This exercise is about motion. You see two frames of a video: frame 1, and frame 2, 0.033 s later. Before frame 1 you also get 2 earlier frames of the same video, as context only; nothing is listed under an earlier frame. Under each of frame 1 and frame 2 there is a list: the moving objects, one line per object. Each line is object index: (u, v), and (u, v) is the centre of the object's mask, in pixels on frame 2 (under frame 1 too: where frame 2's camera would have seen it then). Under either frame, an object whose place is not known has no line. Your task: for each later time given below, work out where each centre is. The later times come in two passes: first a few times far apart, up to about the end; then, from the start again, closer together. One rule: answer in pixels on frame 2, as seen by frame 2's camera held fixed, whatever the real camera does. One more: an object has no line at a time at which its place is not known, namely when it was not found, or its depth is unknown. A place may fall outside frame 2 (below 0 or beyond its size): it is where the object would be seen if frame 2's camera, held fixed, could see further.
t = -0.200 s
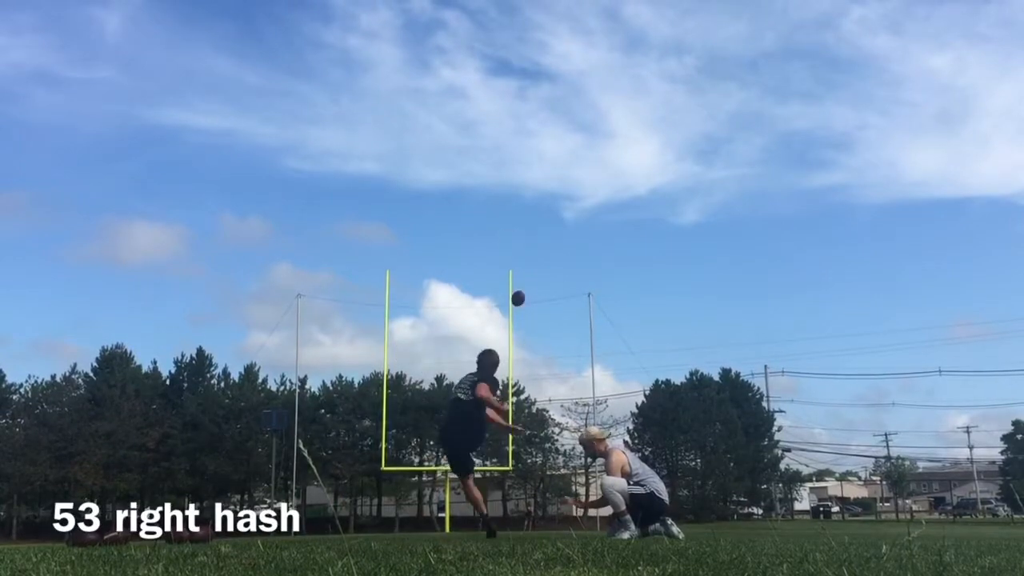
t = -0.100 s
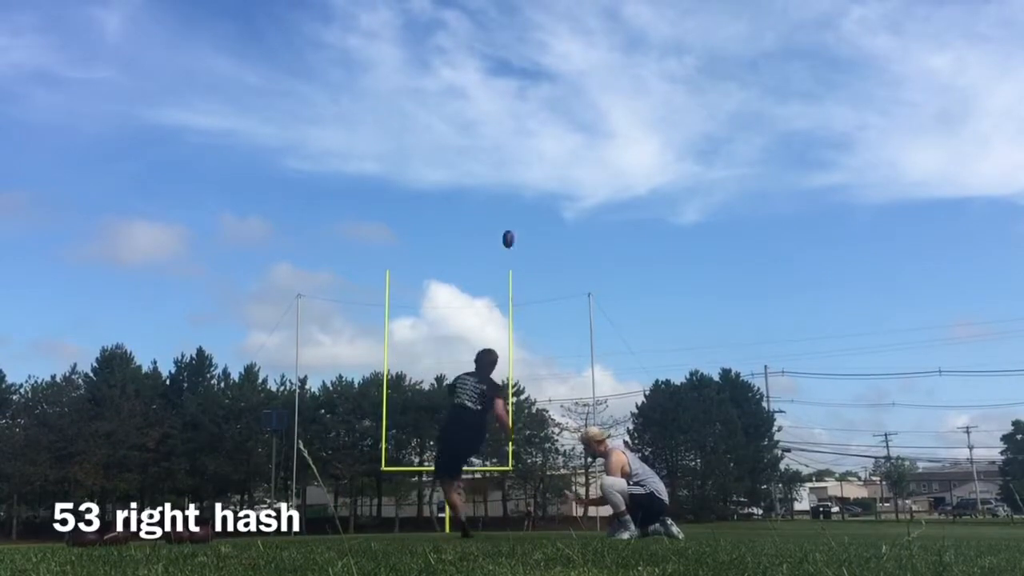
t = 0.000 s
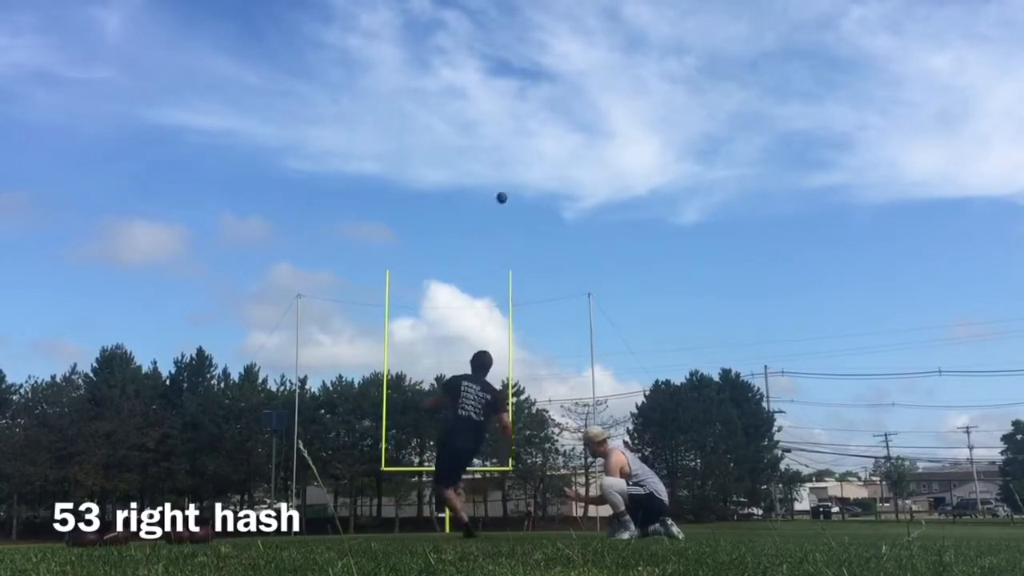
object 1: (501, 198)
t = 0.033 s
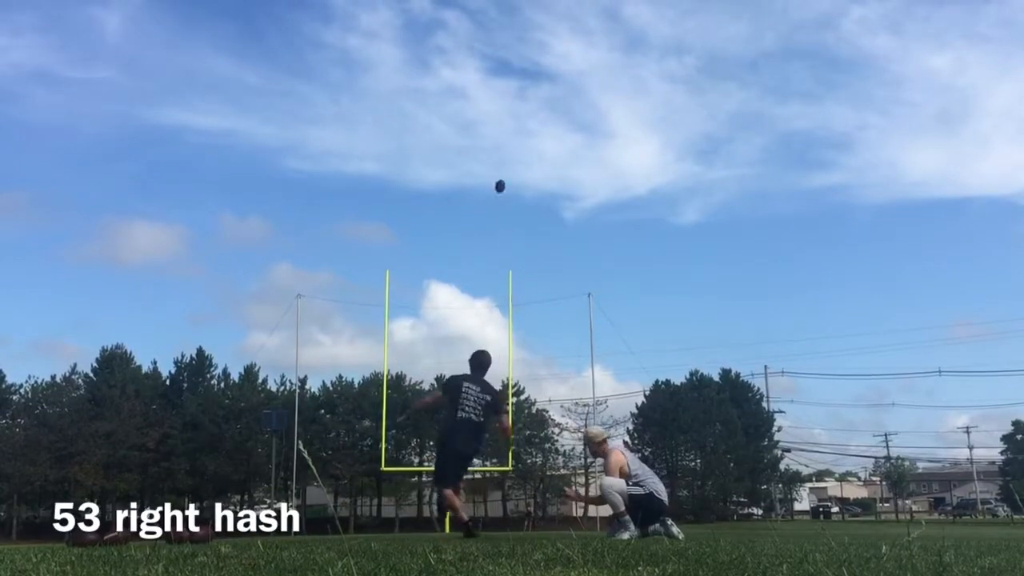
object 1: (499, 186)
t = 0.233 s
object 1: (492, 142)
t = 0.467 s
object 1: (486, 118)
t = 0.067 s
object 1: (498, 177)
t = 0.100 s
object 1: (497, 168)
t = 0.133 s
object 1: (495, 160)
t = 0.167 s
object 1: (494, 153)
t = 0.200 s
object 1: (493, 147)
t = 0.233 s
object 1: (492, 142)
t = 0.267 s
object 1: (491, 136)
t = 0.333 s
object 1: (489, 128)
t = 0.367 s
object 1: (488, 125)
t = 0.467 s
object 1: (486, 118)
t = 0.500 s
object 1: (485, 116)
